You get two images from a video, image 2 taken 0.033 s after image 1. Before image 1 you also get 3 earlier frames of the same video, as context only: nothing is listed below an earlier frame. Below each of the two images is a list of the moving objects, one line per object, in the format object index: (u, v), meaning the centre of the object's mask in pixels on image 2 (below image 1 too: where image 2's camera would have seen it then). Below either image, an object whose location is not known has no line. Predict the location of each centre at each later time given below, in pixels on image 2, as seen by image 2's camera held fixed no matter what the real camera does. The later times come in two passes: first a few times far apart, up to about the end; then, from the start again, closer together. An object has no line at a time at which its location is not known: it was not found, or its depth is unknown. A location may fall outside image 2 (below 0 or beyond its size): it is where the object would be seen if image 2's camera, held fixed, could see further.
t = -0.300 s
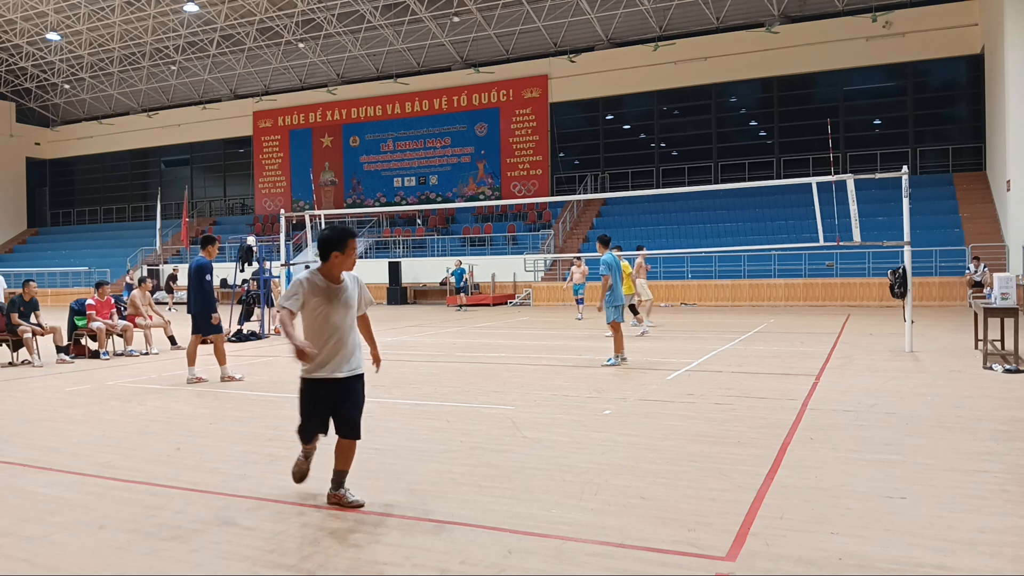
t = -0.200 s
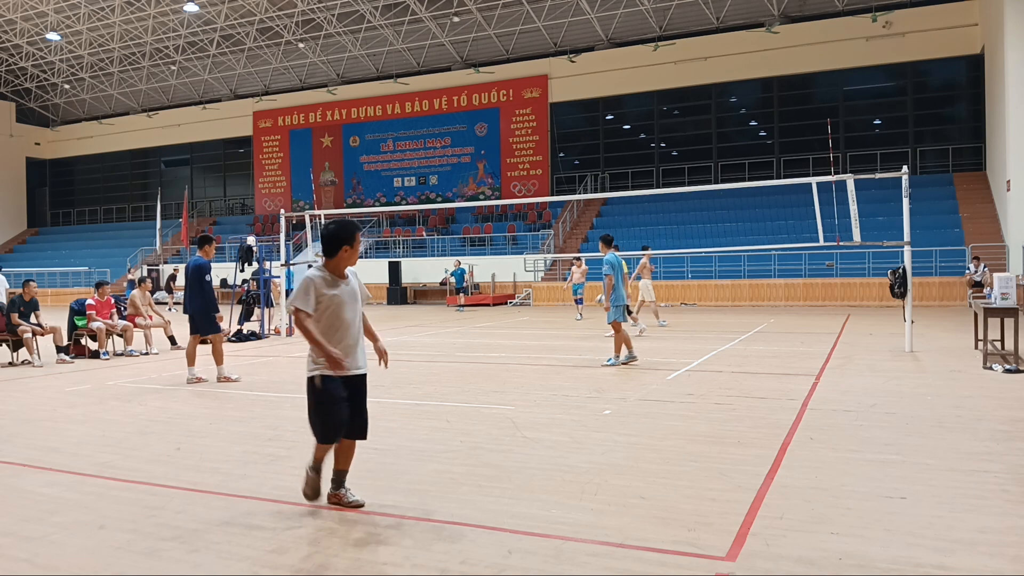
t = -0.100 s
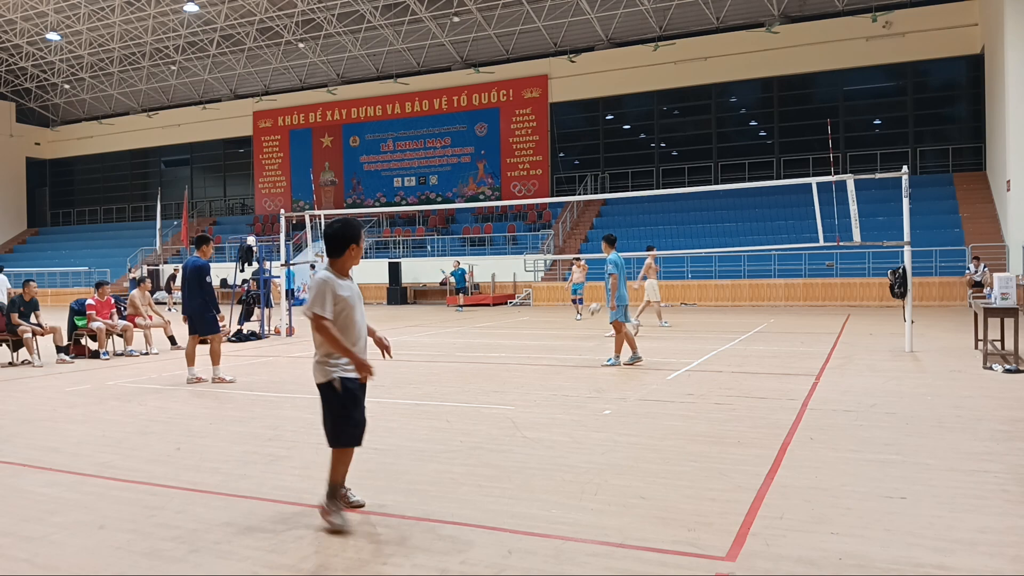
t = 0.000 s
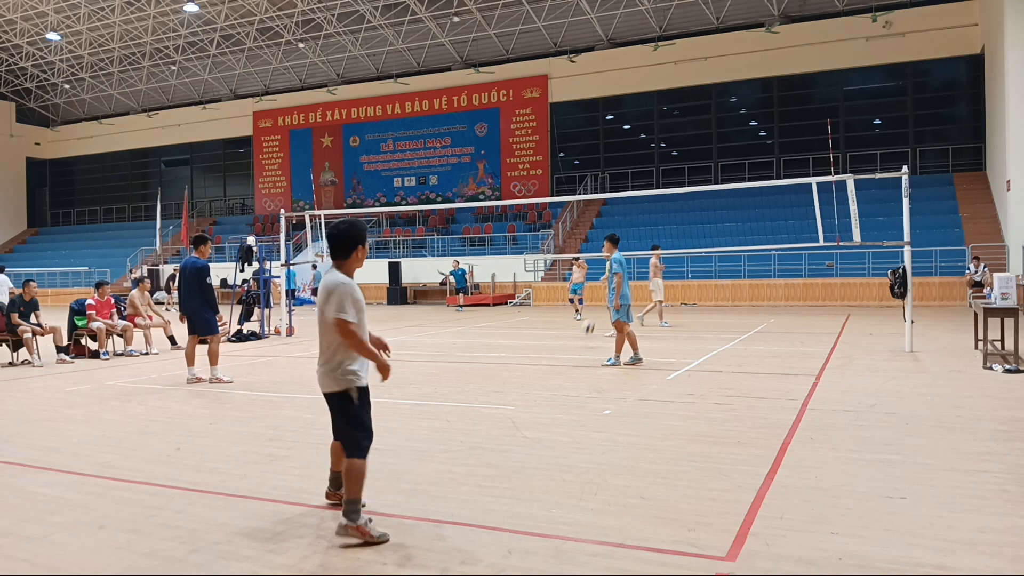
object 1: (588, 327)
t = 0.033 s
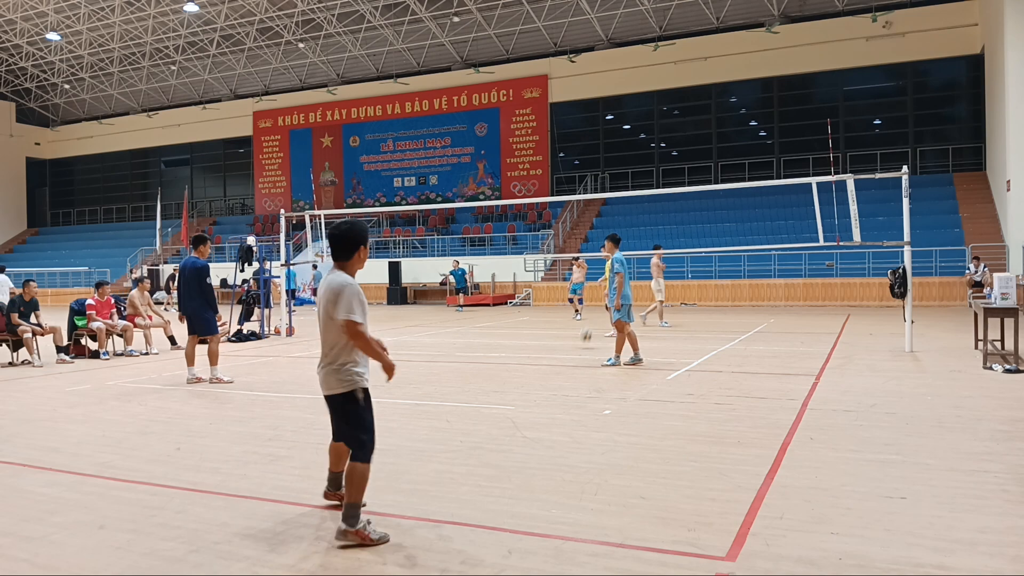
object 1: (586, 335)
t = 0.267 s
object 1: (572, 324)
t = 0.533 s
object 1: (556, 341)
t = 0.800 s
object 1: (536, 353)
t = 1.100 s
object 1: (508, 374)
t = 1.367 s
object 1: (476, 399)
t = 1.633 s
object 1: (435, 422)
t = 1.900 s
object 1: (379, 450)
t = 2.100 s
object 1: (322, 480)
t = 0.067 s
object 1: (584, 342)
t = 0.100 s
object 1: (582, 340)
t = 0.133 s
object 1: (580, 335)
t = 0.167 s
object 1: (578, 331)
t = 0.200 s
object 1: (576, 329)
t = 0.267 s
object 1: (572, 324)
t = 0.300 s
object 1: (570, 324)
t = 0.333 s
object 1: (568, 324)
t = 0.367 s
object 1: (566, 324)
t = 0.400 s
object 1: (565, 326)
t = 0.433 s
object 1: (563, 328)
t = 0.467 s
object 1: (561, 332)
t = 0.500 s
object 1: (558, 335)
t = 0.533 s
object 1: (556, 341)
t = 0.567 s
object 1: (554, 346)
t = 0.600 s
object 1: (552, 355)
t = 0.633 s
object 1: (550, 362)
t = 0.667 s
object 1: (547, 358)
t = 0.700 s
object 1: (544, 356)
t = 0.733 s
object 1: (542, 354)
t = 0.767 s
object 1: (539, 353)
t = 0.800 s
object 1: (536, 353)
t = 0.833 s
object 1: (534, 354)
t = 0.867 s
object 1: (531, 356)
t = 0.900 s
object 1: (528, 359)
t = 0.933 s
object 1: (524, 363)
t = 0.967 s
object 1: (521, 368)
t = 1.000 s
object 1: (518, 375)
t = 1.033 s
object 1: (515, 381)
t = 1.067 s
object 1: (511, 377)
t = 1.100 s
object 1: (508, 374)
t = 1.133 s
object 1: (504, 374)
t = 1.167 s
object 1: (500, 373)
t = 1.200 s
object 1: (497, 374)
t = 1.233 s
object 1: (493, 376)
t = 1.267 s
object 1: (489, 379)
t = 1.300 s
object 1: (485, 385)
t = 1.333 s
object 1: (480, 390)
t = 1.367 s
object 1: (476, 399)
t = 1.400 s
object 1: (471, 405)
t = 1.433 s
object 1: (467, 402)
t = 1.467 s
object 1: (462, 402)
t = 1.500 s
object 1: (456, 403)
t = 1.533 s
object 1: (451, 405)
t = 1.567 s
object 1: (446, 409)
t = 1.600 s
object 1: (441, 412)
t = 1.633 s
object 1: (435, 422)
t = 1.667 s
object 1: (428, 430)
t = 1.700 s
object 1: (422, 431)
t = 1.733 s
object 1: (416, 430)
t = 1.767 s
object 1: (409, 429)
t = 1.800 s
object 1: (402, 433)
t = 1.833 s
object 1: (394, 436)
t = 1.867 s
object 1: (386, 442)
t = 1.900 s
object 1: (379, 450)
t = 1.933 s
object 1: (371, 462)
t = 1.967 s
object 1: (362, 468)
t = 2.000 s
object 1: (351, 468)
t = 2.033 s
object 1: (342, 470)
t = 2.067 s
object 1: (333, 475)
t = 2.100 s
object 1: (322, 480)
